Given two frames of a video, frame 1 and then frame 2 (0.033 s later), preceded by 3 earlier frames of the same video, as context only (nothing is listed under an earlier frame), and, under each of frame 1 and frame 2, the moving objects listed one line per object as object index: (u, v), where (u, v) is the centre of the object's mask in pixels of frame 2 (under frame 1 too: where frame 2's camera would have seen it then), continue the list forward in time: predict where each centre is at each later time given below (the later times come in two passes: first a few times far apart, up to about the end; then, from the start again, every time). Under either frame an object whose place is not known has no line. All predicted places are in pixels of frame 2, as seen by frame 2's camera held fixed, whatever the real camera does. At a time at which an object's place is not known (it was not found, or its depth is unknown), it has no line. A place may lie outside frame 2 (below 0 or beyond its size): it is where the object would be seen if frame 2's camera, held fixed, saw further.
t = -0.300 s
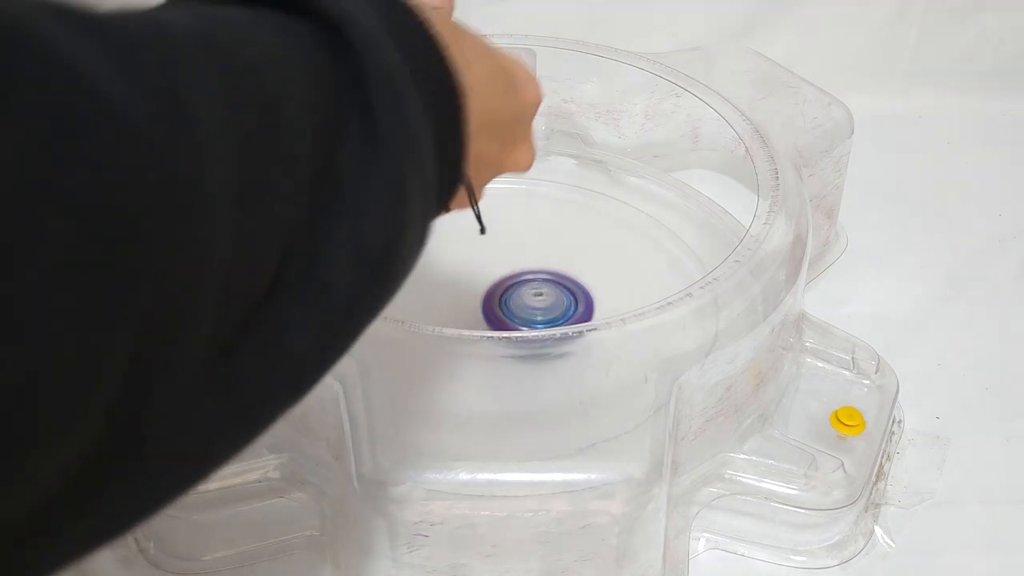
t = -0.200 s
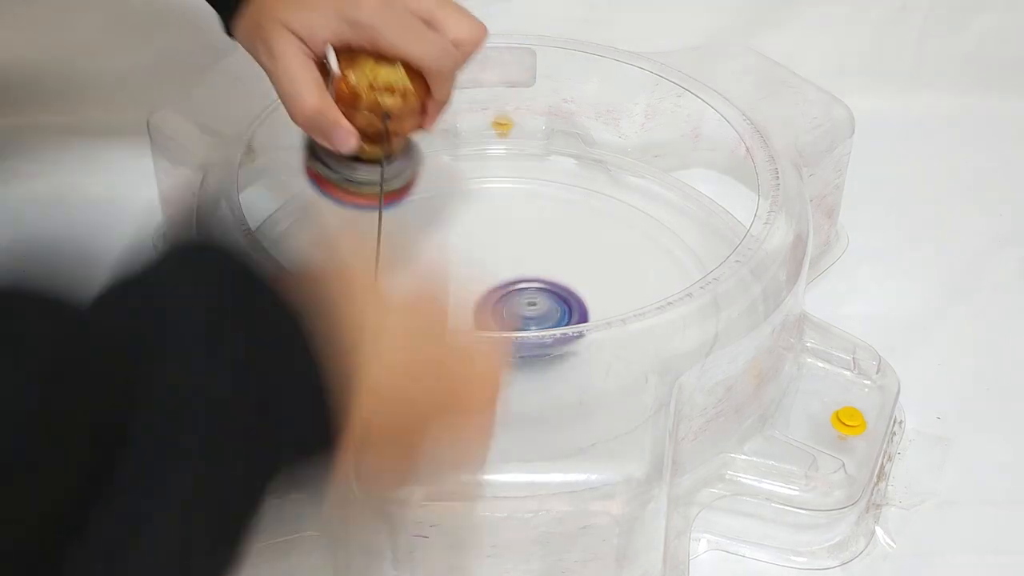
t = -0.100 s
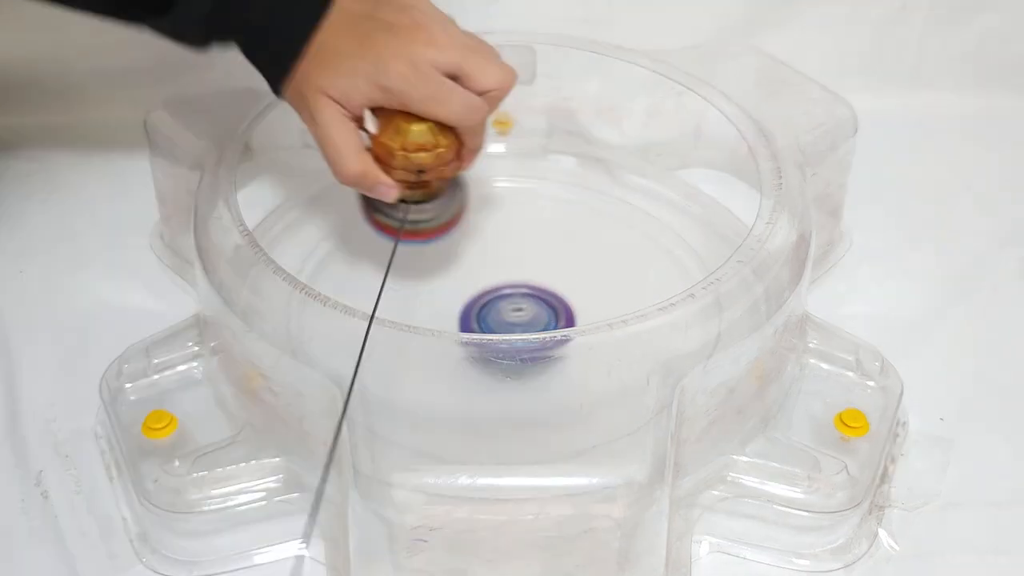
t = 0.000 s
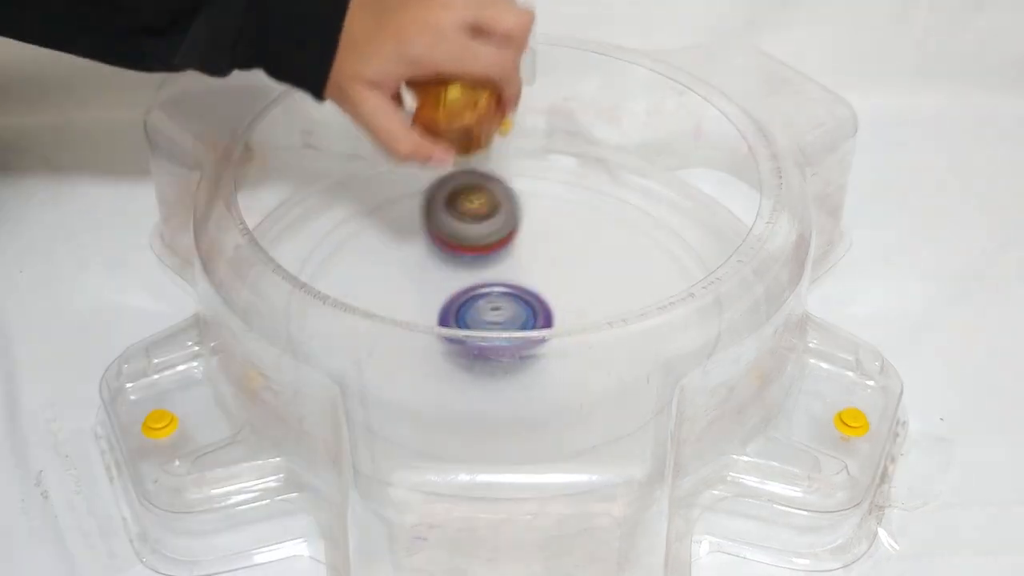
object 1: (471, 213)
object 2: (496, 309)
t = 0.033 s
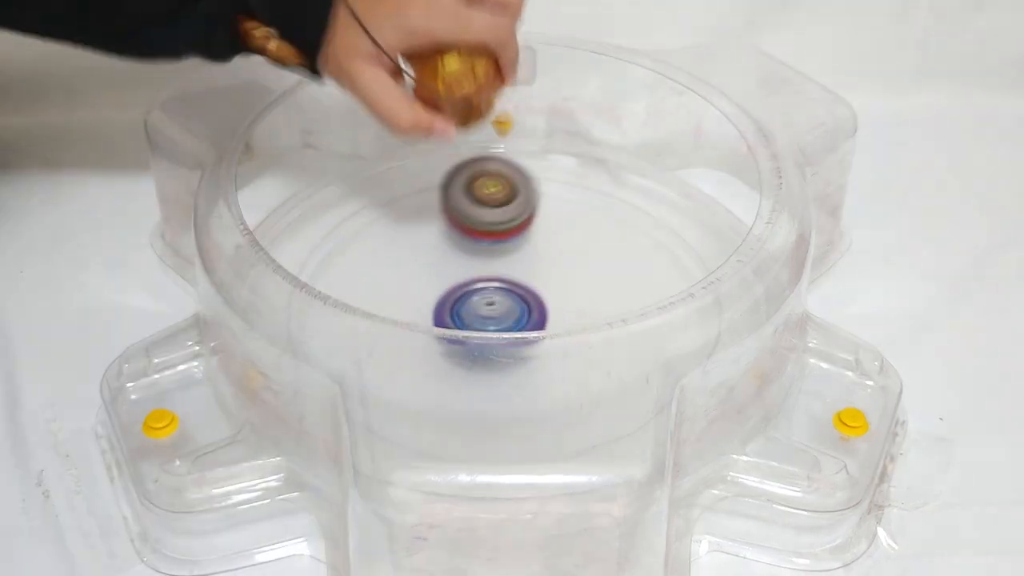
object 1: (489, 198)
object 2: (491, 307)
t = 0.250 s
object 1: (534, 181)
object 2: (482, 290)
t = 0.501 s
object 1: (470, 204)
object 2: (520, 275)
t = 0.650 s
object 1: (482, 236)
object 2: (549, 303)
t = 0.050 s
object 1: (497, 196)
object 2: (488, 307)
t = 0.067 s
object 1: (506, 197)
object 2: (486, 306)
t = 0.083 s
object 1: (513, 194)
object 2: (484, 304)
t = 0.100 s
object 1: (519, 192)
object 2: (482, 303)
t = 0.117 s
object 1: (524, 190)
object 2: (481, 302)
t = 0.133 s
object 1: (528, 187)
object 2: (480, 300)
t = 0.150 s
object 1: (531, 186)
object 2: (479, 299)
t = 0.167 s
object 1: (534, 184)
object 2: (478, 297)
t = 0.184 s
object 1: (535, 183)
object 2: (479, 297)
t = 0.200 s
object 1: (536, 183)
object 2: (479, 295)
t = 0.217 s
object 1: (536, 182)
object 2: (480, 293)
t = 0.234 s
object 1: (535, 182)
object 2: (480, 292)
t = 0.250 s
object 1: (534, 181)
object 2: (482, 290)
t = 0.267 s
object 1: (532, 181)
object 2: (483, 288)
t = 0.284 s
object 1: (530, 181)
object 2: (485, 286)
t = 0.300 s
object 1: (528, 181)
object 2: (487, 284)
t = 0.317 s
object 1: (524, 181)
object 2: (490, 283)
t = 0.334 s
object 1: (521, 181)
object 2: (492, 281)
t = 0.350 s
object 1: (517, 181)
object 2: (495, 279)
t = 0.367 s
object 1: (512, 181)
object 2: (497, 278)
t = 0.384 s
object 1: (507, 181)
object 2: (500, 277)
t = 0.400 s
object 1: (502, 182)
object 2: (503, 276)
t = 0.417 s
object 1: (496, 183)
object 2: (505, 275)
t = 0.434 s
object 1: (490, 185)
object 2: (508, 274)
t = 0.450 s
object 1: (484, 189)
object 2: (511, 274)
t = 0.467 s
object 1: (479, 193)
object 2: (514, 273)
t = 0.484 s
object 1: (474, 198)
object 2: (516, 273)
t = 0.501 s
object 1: (470, 204)
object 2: (520, 275)
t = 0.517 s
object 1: (467, 207)
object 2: (525, 279)
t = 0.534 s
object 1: (464, 209)
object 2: (530, 282)
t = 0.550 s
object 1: (462, 213)
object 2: (534, 287)
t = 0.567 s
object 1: (463, 218)
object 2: (537, 289)
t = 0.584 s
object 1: (465, 223)
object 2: (539, 291)
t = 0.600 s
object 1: (469, 229)
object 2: (541, 293)
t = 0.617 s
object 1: (473, 234)
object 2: (542, 295)
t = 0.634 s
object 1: (479, 239)
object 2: (543, 298)
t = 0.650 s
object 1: (482, 236)
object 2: (549, 303)
